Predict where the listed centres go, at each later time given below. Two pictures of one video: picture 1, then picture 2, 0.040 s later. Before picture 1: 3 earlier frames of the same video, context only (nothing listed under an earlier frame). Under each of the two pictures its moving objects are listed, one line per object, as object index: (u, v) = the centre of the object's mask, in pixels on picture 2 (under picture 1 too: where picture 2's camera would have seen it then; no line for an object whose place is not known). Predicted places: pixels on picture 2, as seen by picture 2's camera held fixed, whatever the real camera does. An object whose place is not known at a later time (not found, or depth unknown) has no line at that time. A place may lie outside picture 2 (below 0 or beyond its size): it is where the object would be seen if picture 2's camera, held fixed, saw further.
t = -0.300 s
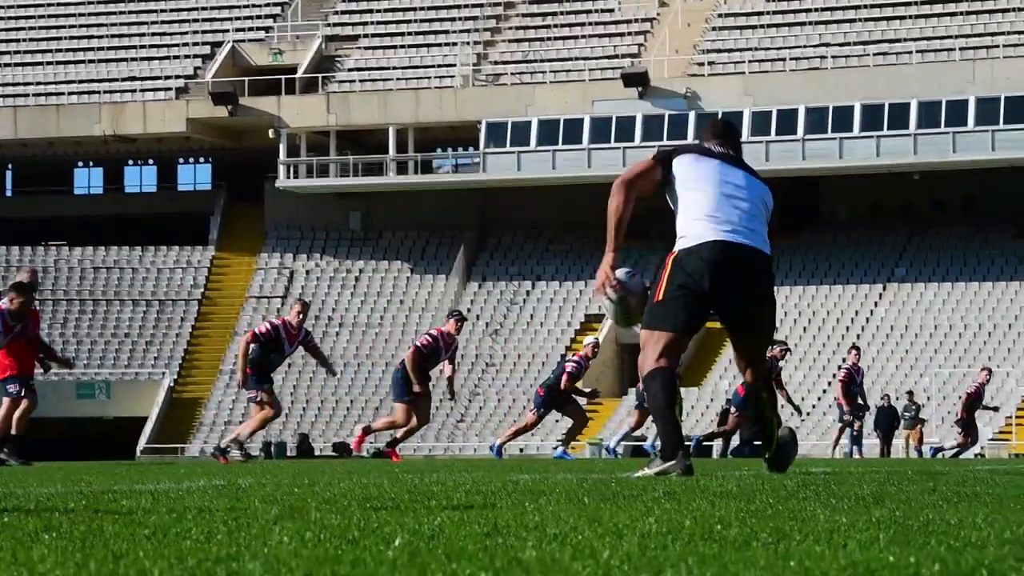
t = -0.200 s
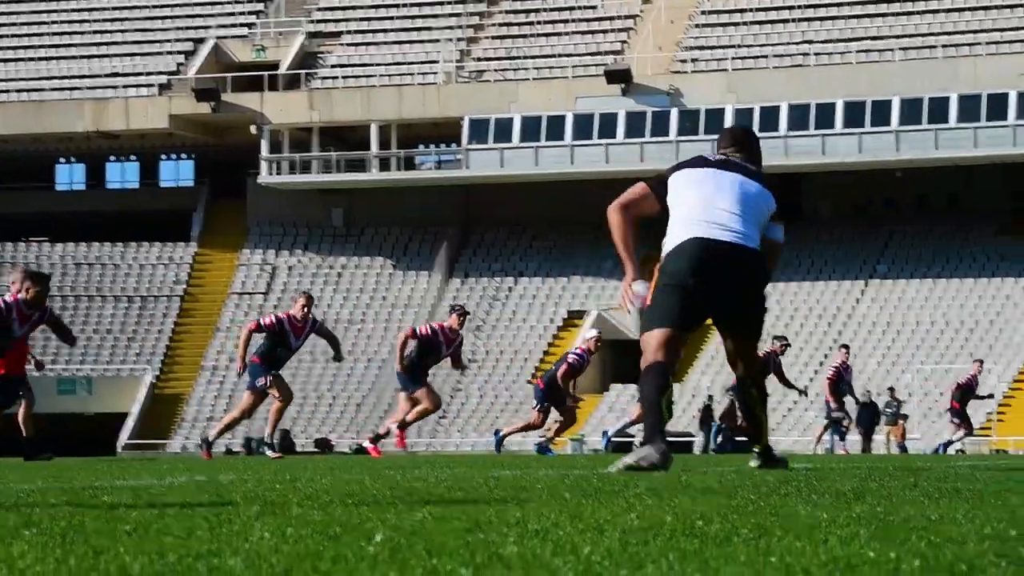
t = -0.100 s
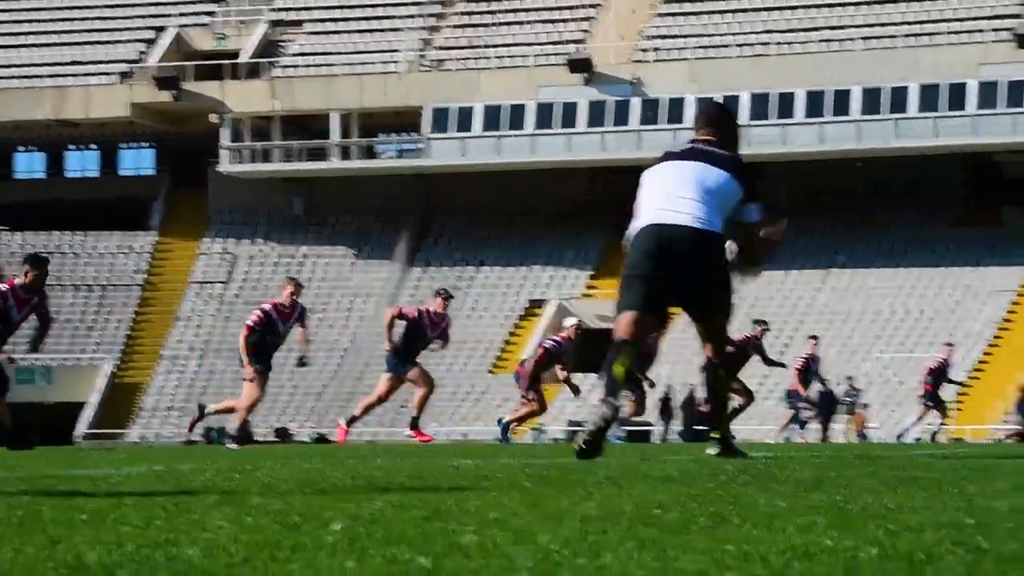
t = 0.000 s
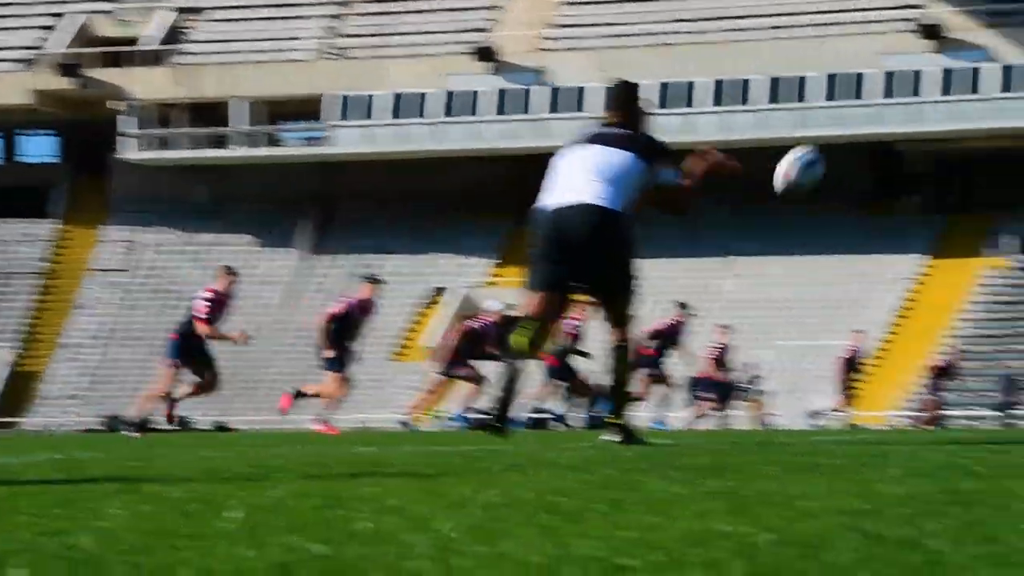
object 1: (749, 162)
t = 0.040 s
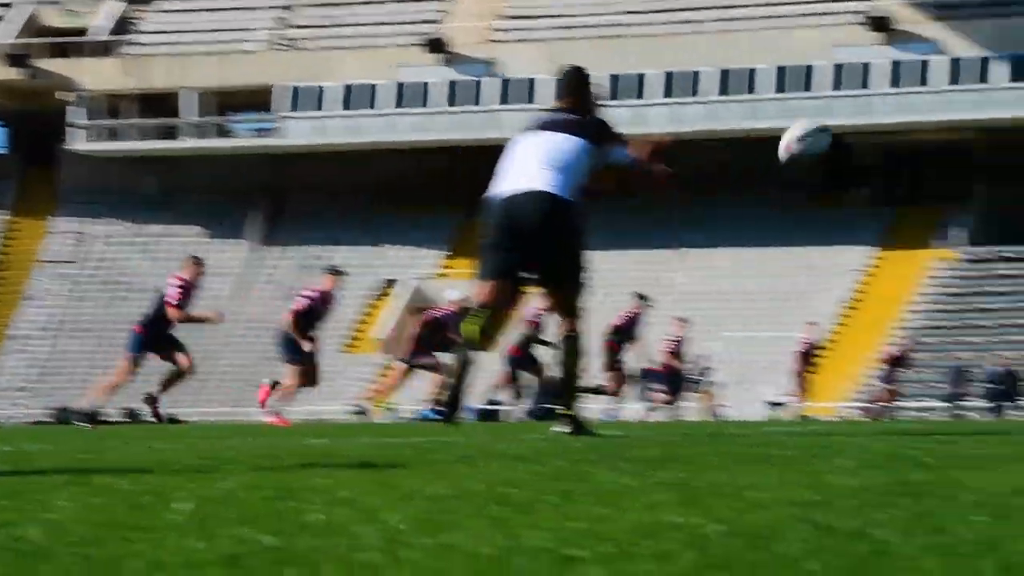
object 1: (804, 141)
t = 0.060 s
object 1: (829, 134)
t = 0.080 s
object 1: (855, 122)
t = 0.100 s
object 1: (883, 113)
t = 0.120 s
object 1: (902, 108)
